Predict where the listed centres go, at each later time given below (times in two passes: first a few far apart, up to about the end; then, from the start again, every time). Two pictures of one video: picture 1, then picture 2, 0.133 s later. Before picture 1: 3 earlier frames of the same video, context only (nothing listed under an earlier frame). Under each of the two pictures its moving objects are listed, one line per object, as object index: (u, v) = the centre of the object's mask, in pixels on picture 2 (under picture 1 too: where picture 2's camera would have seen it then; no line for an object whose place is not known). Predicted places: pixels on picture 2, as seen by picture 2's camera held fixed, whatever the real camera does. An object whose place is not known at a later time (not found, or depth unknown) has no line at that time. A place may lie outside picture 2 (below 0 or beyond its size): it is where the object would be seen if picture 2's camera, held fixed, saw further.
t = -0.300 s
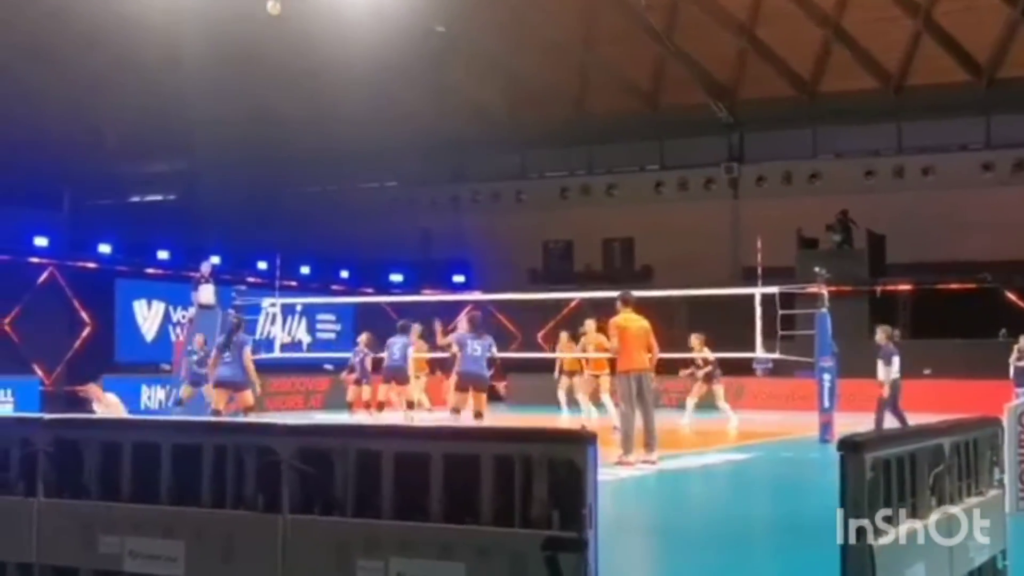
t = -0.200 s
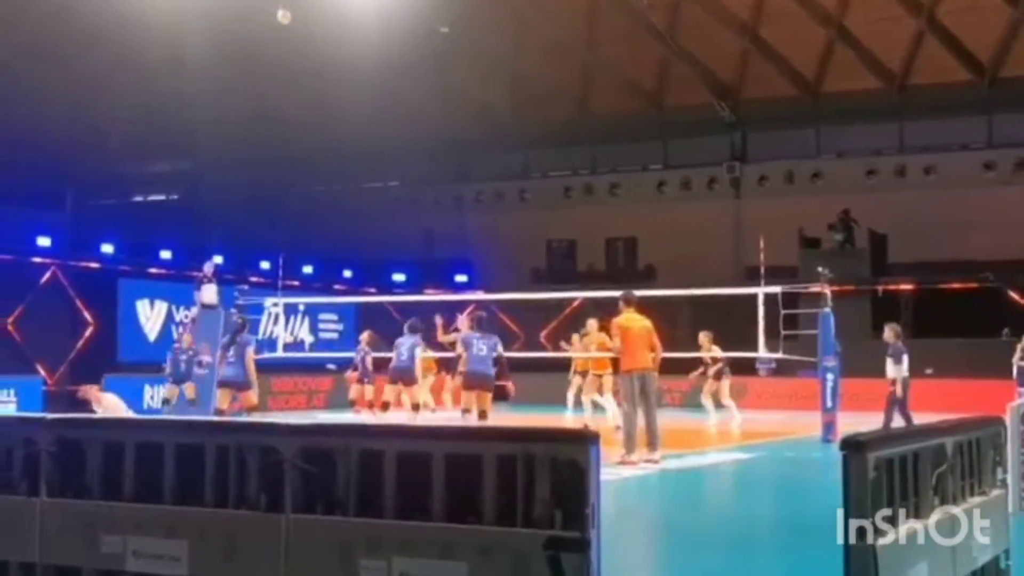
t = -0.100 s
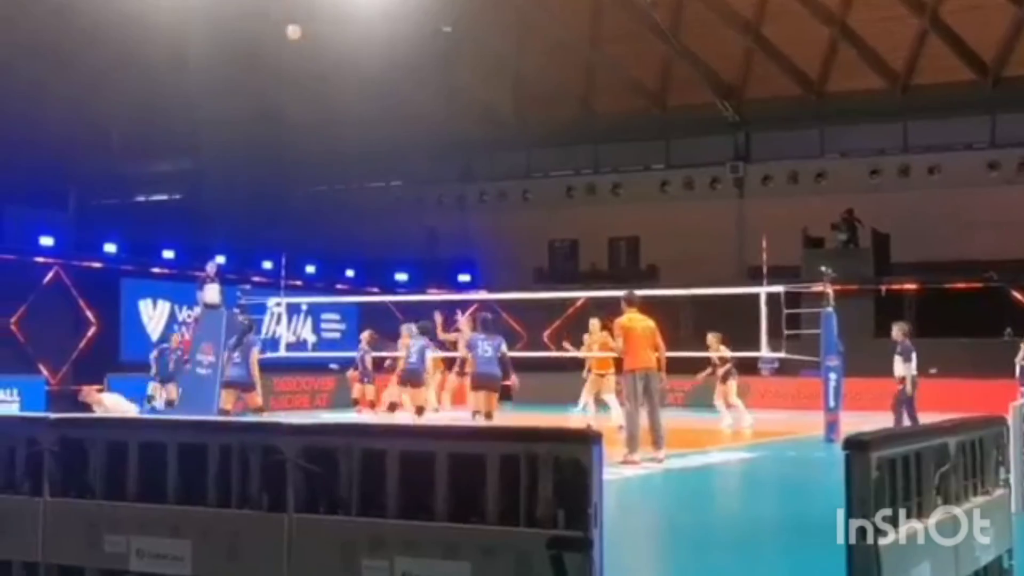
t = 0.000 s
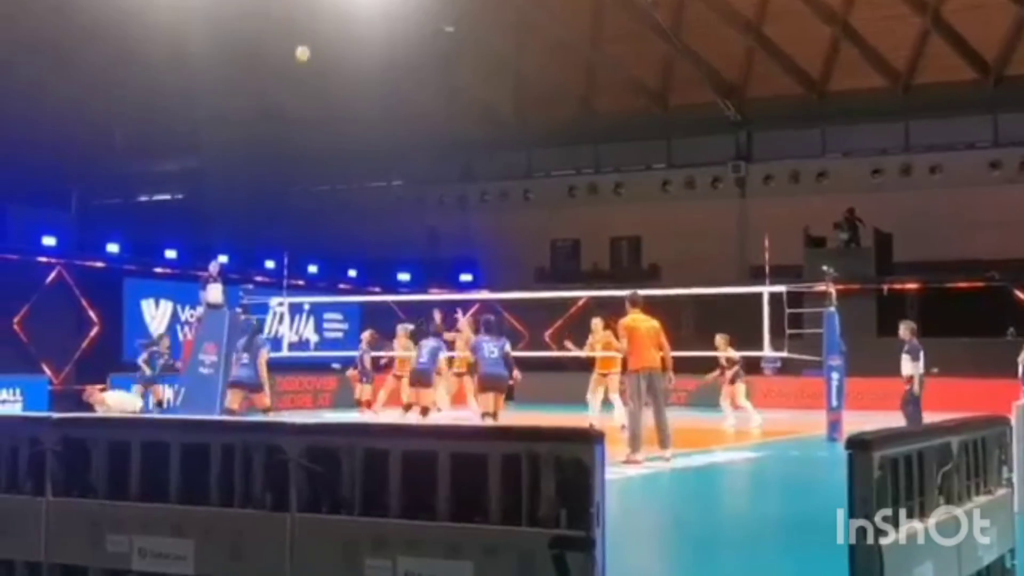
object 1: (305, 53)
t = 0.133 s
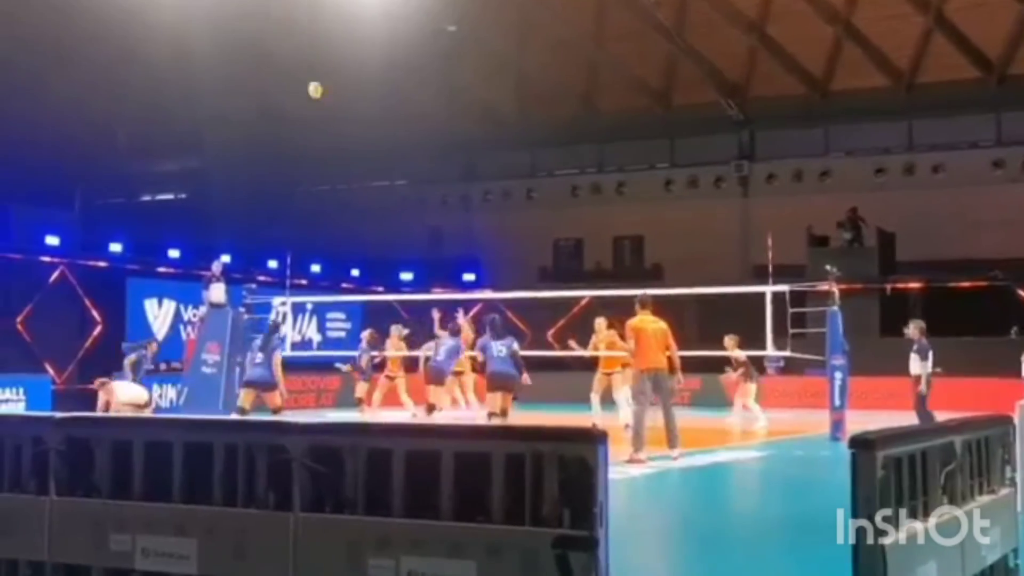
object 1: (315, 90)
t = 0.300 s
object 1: (327, 149)
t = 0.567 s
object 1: (348, 288)
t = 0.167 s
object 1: (317, 101)
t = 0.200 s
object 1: (319, 112)
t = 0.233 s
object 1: (322, 124)
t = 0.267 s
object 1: (324, 136)
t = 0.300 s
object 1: (327, 149)
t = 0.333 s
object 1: (329, 163)
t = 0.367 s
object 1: (332, 177)
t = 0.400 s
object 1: (334, 191)
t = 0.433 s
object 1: (337, 207)
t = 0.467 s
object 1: (339, 222)
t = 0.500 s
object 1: (341, 238)
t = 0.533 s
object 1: (343, 255)
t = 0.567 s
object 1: (348, 288)
